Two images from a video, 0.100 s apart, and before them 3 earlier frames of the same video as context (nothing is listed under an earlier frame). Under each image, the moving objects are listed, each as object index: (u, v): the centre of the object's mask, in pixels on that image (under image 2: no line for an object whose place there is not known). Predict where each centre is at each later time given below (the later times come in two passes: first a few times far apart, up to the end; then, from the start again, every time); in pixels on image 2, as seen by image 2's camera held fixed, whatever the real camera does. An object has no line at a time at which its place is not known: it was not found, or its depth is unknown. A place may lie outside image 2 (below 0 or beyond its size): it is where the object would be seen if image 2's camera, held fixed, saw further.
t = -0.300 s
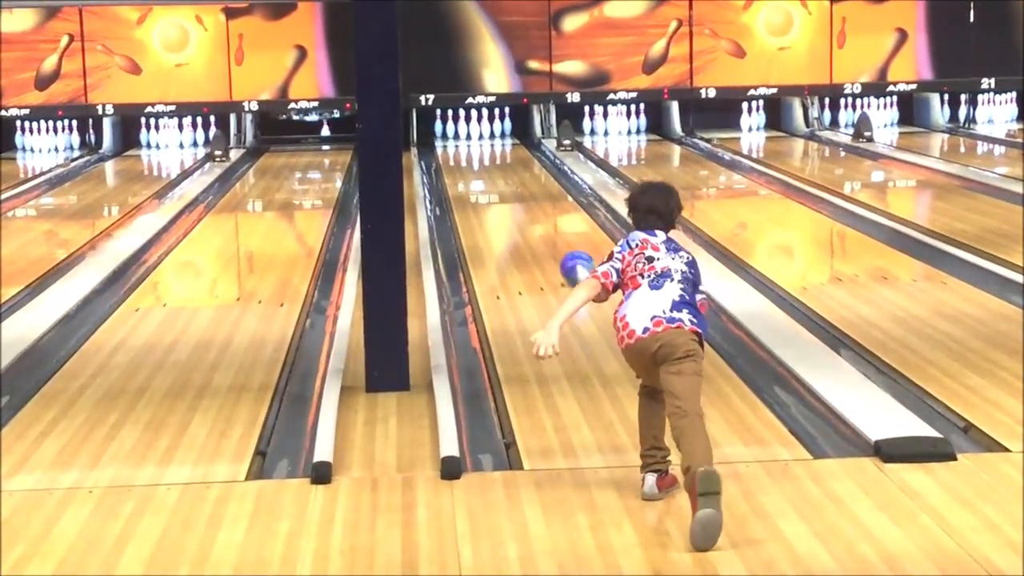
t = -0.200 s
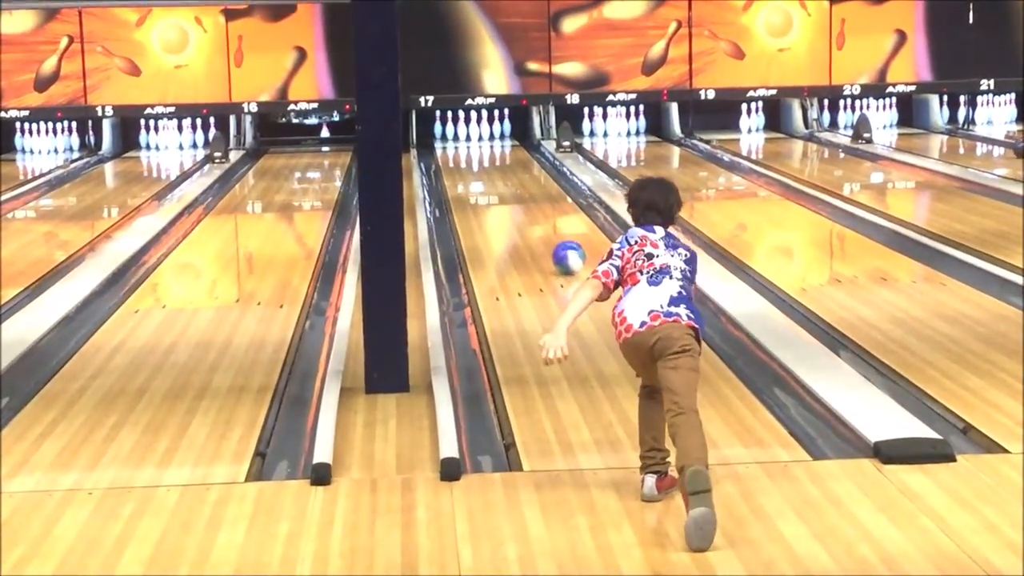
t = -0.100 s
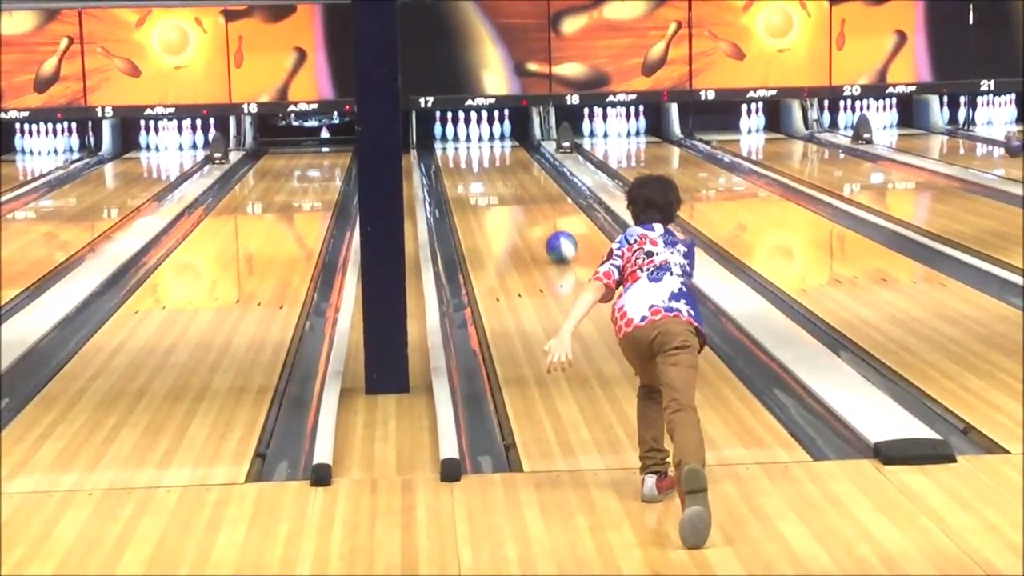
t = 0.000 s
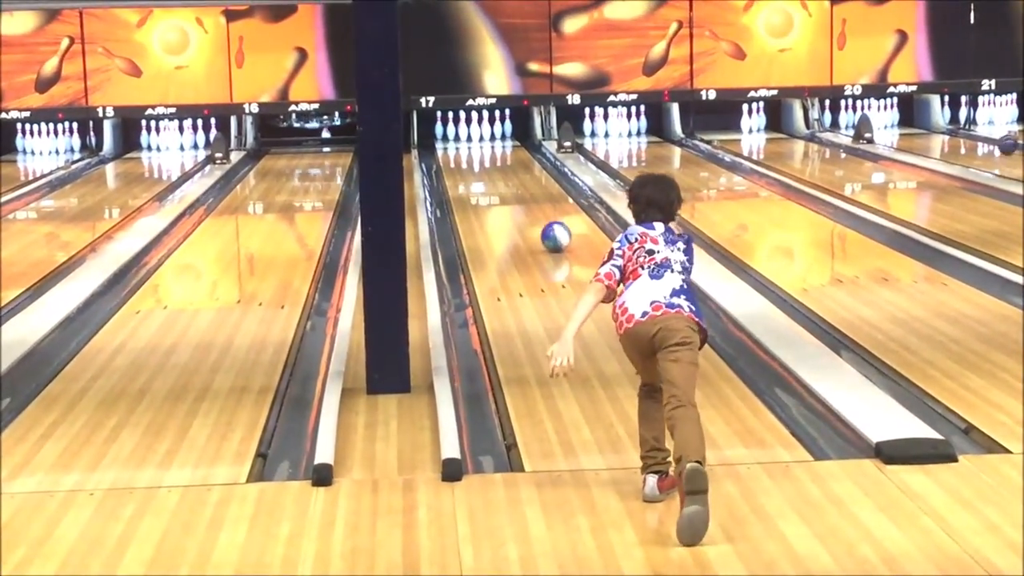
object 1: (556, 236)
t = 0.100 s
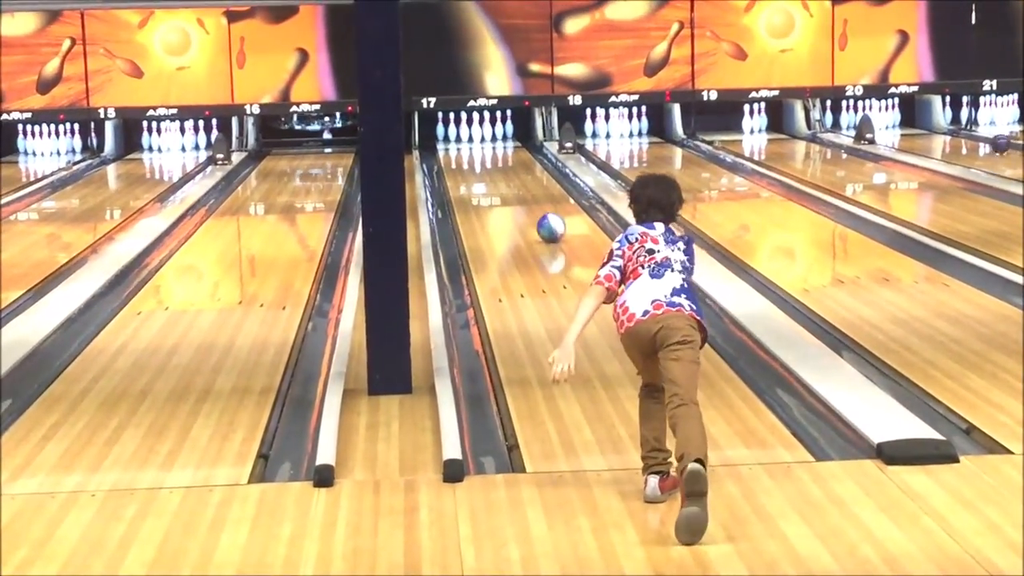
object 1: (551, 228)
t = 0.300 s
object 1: (540, 211)
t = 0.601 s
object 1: (526, 191)
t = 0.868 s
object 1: (515, 177)
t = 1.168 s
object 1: (505, 164)
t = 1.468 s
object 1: (496, 151)
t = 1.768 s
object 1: (489, 143)
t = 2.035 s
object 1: (485, 135)
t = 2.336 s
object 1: (501, 132)
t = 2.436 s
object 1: (507, 131)
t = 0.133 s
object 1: (549, 225)
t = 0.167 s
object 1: (547, 222)
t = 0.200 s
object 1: (545, 219)
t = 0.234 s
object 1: (543, 216)
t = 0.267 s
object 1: (541, 213)
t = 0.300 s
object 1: (540, 211)
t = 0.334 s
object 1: (538, 209)
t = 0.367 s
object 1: (537, 206)
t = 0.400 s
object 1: (535, 204)
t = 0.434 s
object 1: (534, 202)
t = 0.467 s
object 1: (532, 199)
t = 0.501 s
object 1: (530, 197)
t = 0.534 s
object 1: (529, 195)
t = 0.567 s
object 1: (527, 193)
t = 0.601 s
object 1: (526, 191)
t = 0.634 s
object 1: (524, 190)
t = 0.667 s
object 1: (523, 188)
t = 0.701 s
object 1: (521, 186)
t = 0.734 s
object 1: (520, 184)
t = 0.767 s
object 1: (519, 182)
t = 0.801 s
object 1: (518, 180)
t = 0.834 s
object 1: (516, 178)
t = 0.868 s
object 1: (515, 177)
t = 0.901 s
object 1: (514, 175)
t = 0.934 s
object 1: (513, 173)
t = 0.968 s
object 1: (512, 171)
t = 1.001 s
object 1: (510, 170)
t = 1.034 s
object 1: (509, 169)
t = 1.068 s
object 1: (508, 167)
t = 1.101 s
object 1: (507, 166)
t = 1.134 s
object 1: (506, 165)
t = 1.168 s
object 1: (505, 164)
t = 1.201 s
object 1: (504, 162)
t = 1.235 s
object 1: (503, 161)
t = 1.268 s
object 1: (502, 159)
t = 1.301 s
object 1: (502, 158)
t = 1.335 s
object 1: (501, 157)
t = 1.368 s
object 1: (499, 156)
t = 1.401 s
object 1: (498, 153)
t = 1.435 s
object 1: (497, 152)
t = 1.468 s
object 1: (496, 151)
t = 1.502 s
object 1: (496, 151)
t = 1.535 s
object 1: (495, 150)
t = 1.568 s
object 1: (495, 149)
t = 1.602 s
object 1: (493, 148)
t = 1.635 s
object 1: (492, 147)
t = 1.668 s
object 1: (491, 145)
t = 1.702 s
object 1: (491, 145)
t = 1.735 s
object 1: (490, 144)
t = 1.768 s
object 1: (489, 143)
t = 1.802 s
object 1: (489, 142)
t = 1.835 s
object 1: (488, 141)
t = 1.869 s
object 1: (487, 140)
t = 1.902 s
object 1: (487, 139)
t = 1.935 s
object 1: (486, 139)
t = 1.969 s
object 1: (486, 138)
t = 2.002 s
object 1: (485, 137)
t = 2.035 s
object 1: (485, 135)
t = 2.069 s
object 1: (484, 135)
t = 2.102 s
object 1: (485, 135)
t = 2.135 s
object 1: (487, 134)
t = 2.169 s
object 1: (489, 133)
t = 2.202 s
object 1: (491, 133)
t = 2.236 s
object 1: (491, 132)
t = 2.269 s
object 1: (495, 132)
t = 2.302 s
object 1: (499, 132)
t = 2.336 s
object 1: (501, 132)
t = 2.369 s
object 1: (503, 132)
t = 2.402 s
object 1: (505, 131)
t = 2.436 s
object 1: (507, 131)
